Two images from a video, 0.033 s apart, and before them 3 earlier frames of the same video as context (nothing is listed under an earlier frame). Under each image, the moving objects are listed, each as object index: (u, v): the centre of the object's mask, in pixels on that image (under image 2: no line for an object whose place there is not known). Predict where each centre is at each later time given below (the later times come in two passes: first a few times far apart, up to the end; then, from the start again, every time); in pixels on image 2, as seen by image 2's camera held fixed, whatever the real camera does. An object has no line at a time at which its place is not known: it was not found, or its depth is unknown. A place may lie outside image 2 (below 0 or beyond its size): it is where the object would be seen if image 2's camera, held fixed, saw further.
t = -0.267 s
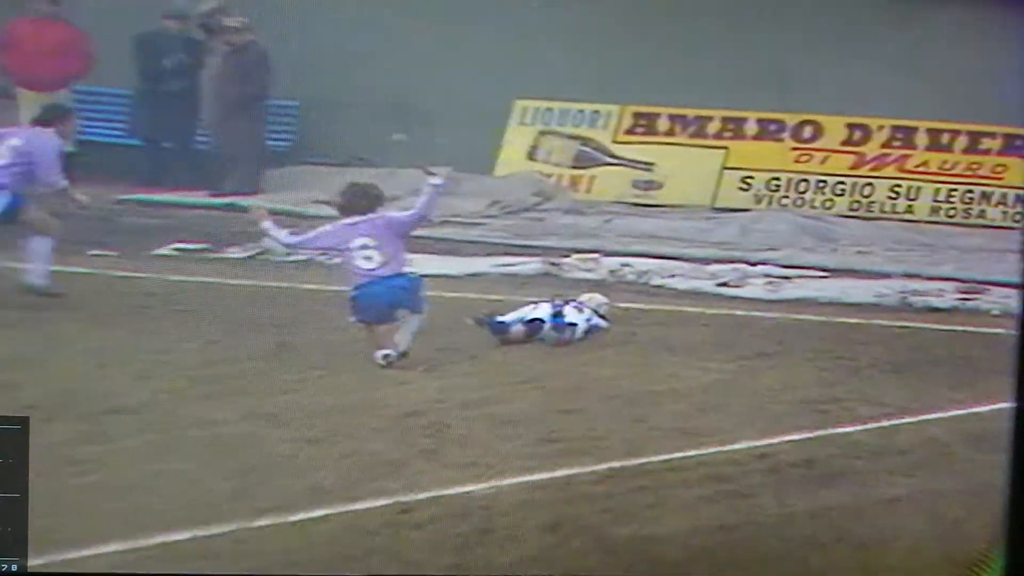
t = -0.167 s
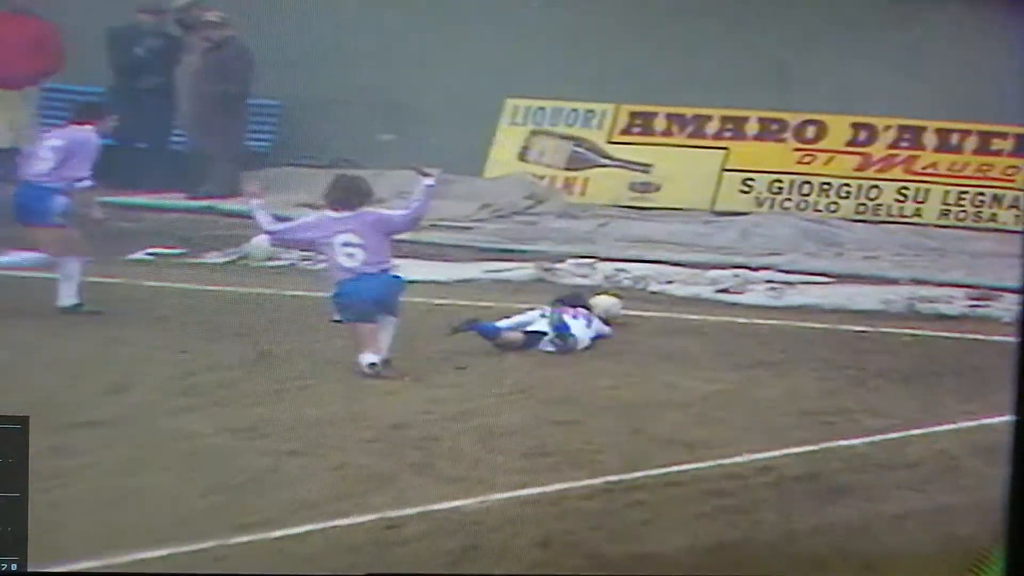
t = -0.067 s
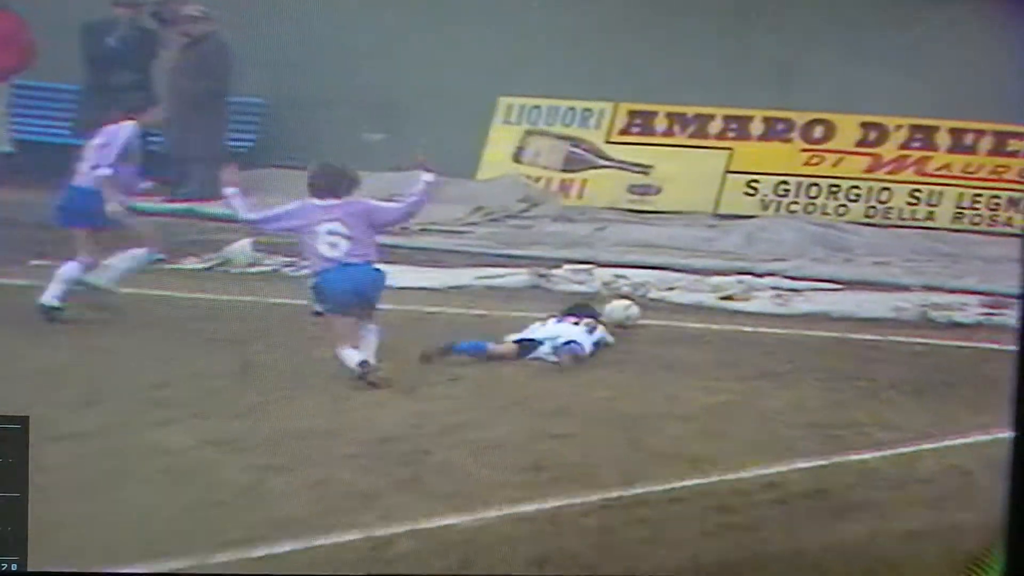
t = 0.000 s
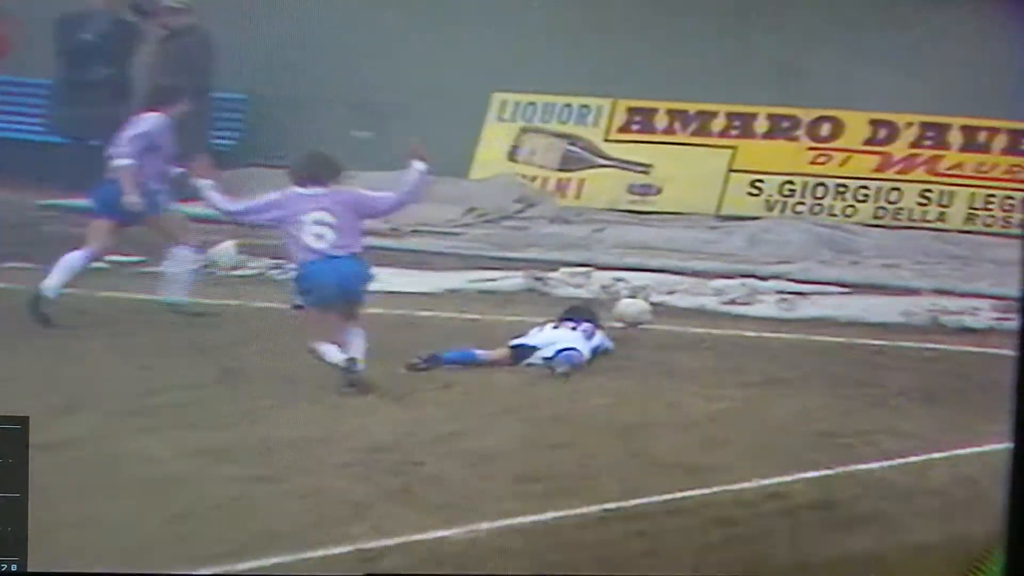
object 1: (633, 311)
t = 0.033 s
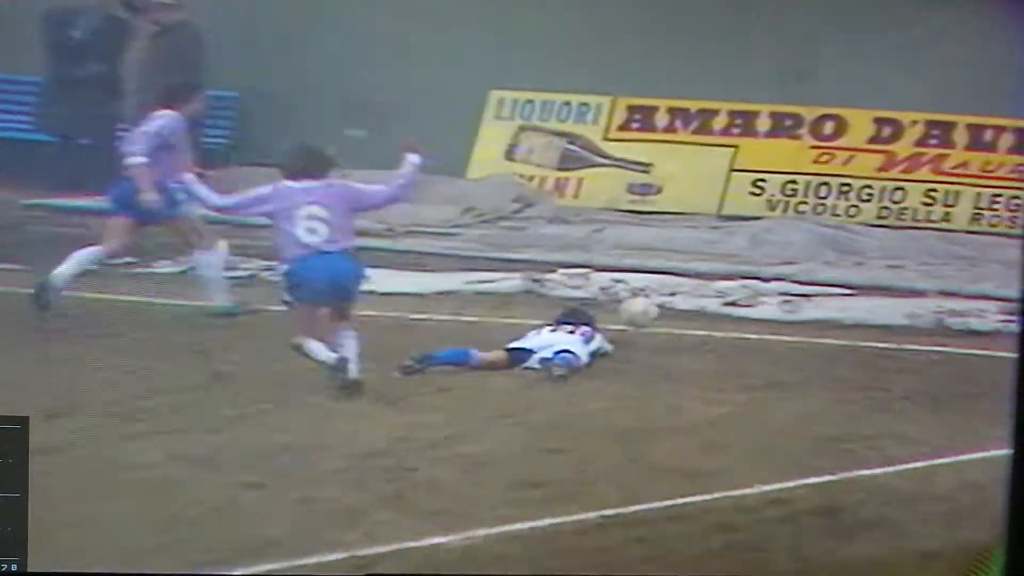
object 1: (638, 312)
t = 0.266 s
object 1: (683, 311)
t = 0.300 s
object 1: (687, 309)
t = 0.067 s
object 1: (644, 312)
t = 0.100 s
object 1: (651, 312)
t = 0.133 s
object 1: (657, 312)
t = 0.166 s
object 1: (663, 312)
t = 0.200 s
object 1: (669, 311)
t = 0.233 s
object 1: (678, 311)
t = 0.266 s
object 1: (683, 311)
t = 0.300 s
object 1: (687, 309)
